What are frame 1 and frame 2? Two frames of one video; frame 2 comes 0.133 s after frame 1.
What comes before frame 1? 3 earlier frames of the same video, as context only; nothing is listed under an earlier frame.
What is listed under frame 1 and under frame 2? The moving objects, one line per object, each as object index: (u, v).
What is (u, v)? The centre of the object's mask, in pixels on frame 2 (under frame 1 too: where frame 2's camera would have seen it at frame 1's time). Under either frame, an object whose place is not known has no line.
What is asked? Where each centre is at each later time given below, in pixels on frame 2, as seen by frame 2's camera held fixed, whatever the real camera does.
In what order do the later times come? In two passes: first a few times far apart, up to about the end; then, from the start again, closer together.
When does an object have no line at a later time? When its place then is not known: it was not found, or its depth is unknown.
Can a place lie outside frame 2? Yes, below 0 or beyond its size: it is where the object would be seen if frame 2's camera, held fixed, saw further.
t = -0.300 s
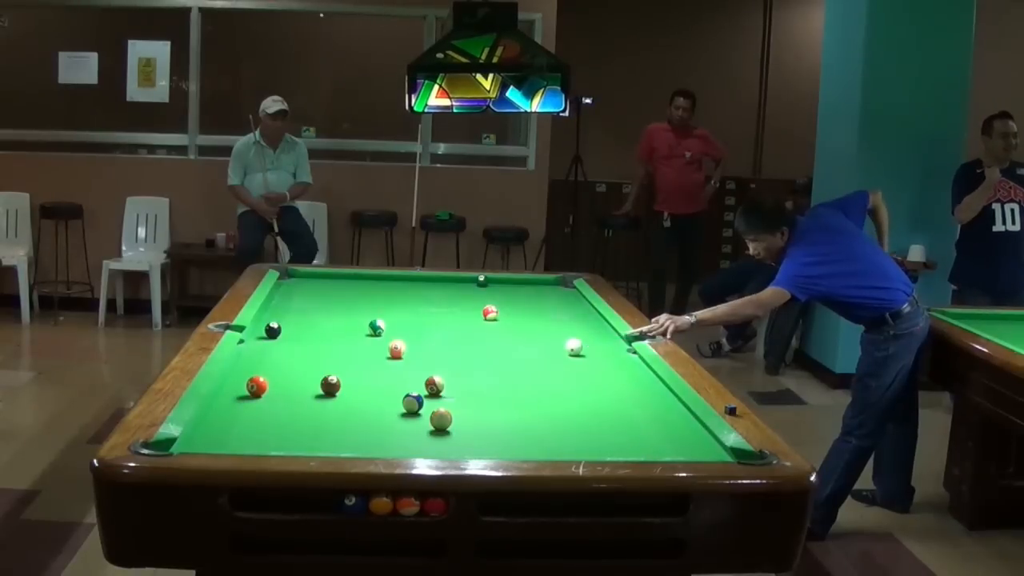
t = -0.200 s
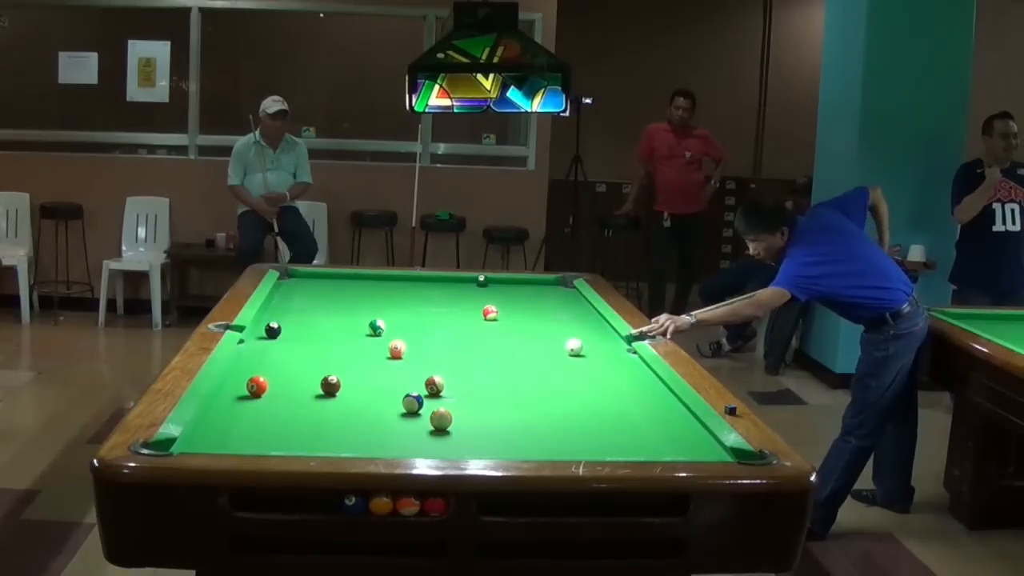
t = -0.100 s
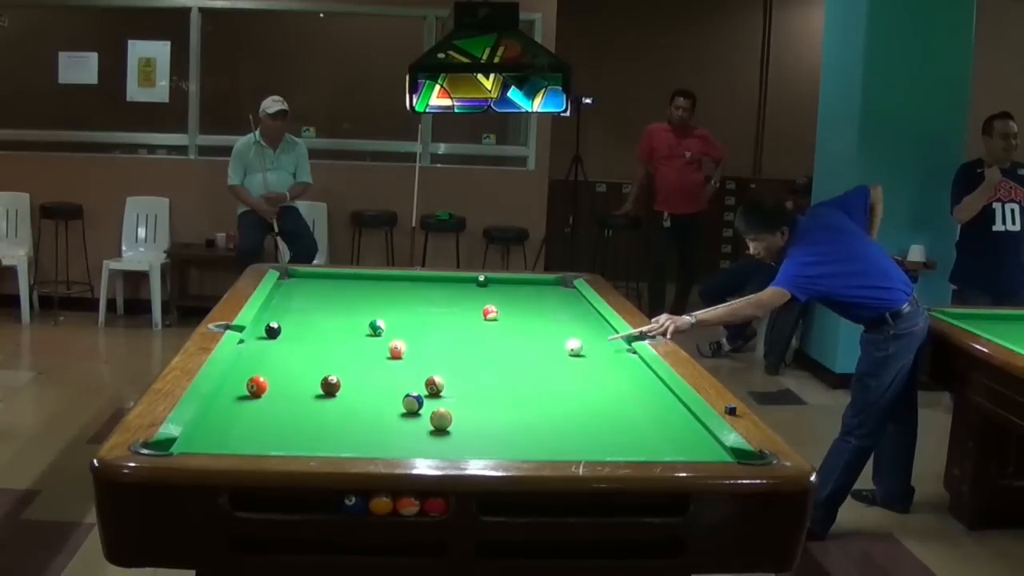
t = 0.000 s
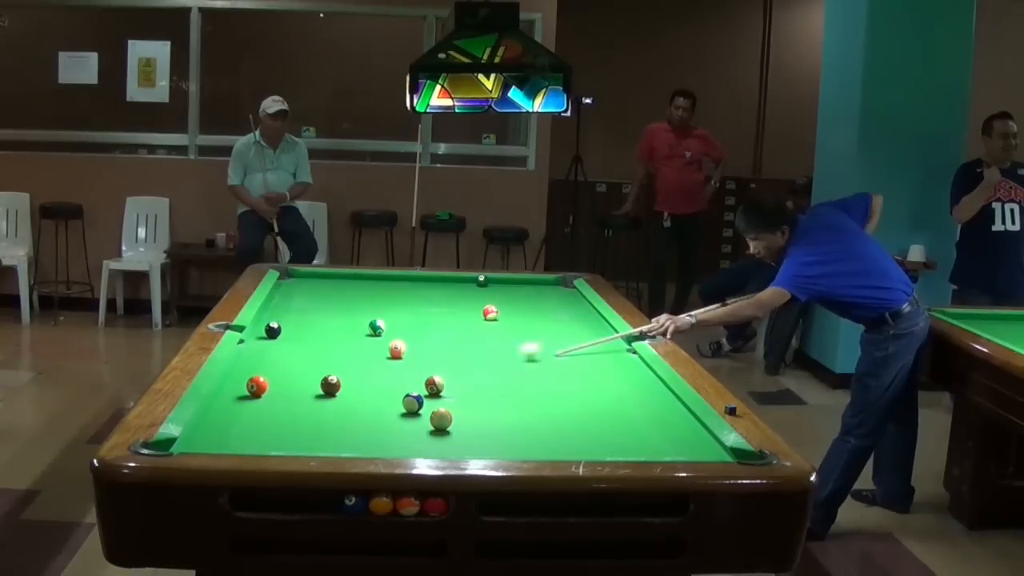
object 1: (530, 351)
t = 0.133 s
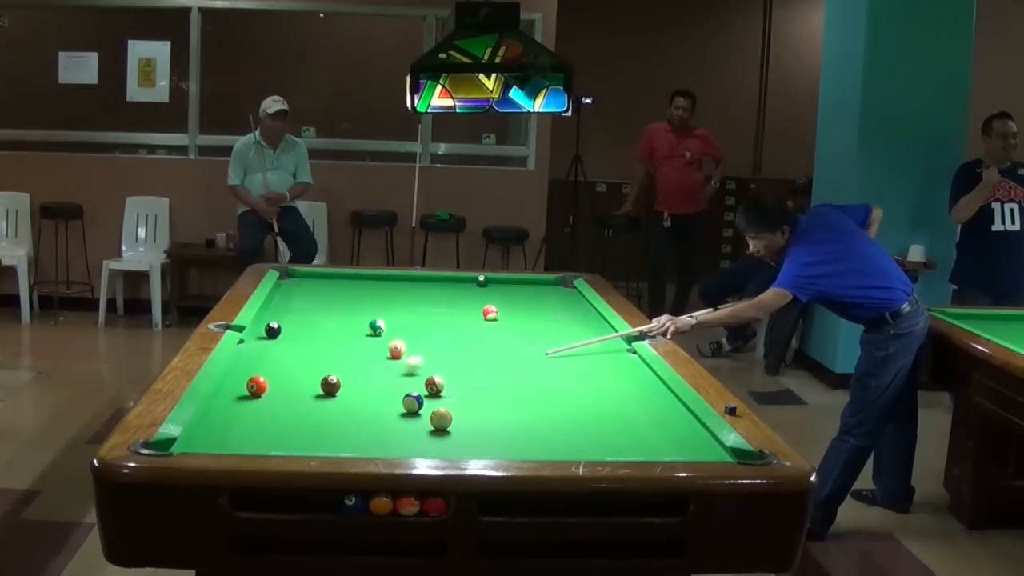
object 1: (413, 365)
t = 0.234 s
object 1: (321, 372)
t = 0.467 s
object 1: (276, 374)
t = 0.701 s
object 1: (355, 366)
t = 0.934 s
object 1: (427, 357)
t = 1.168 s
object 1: (492, 349)
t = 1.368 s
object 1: (542, 343)
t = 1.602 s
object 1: (595, 336)
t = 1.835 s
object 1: (593, 332)
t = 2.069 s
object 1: (567, 328)
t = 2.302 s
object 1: (544, 324)
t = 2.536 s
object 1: (521, 321)
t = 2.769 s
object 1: (501, 318)
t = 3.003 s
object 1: (481, 315)
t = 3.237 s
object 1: (464, 312)
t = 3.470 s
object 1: (448, 310)
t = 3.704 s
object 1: (433, 308)
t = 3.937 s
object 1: (419, 306)
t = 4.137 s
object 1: (408, 304)
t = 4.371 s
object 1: (397, 303)
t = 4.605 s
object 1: (387, 301)
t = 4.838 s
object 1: (378, 300)
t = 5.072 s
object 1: (369, 299)
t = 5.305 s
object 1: (362, 298)
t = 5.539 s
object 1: (356, 297)
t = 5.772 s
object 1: (351, 297)
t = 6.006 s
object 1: (347, 296)
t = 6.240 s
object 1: (343, 296)
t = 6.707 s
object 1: (341, 296)
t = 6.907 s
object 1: (340, 296)
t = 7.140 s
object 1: (340, 296)
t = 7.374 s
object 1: (340, 296)
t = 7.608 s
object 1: (340, 296)
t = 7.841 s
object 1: (340, 296)
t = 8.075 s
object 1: (341, 296)
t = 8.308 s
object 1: (341, 296)
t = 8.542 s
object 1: (341, 296)
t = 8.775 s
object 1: (341, 296)
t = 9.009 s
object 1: (341, 296)
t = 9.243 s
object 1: (341, 296)
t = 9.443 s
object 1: (341, 296)
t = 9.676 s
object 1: (340, 296)
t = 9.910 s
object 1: (341, 296)
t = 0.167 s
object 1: (383, 368)
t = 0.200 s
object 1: (352, 371)
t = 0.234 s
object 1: (321, 372)
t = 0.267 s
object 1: (293, 377)
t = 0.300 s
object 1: (268, 376)
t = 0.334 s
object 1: (237, 378)
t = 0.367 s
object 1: (232, 378)
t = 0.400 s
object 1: (248, 376)
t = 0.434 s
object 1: (263, 375)
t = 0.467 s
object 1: (276, 374)
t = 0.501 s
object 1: (289, 373)
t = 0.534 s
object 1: (300, 372)
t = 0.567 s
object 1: (311, 370)
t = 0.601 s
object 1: (322, 368)
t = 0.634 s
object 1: (333, 367)
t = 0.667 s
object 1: (345, 367)
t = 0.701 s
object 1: (355, 366)
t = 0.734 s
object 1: (366, 364)
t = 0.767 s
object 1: (376, 363)
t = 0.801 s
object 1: (387, 361)
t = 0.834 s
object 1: (396, 361)
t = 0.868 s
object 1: (407, 360)
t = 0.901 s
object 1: (418, 358)
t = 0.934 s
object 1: (427, 357)
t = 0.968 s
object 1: (437, 356)
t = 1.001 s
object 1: (446, 355)
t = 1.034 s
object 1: (456, 354)
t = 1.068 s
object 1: (465, 352)
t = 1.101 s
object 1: (474, 351)
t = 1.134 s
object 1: (483, 350)
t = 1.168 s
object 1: (492, 349)
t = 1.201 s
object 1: (500, 348)
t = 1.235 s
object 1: (509, 347)
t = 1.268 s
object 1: (517, 346)
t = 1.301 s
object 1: (526, 345)
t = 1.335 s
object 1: (534, 344)
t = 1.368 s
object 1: (542, 343)
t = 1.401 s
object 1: (550, 342)
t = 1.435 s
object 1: (557, 341)
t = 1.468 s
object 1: (565, 340)
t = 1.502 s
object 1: (573, 340)
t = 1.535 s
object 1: (580, 338)
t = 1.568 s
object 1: (587, 337)
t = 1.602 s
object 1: (595, 336)
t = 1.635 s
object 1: (602, 336)
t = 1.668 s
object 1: (609, 335)
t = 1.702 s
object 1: (610, 334)
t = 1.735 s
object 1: (605, 334)
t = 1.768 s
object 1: (600, 333)
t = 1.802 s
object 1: (596, 332)
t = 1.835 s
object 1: (593, 332)
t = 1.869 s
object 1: (589, 331)
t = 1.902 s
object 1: (585, 330)
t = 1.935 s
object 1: (582, 330)
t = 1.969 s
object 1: (578, 329)
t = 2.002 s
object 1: (574, 329)
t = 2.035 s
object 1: (571, 328)
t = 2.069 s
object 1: (567, 328)
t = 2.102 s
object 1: (564, 327)
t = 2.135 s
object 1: (560, 327)
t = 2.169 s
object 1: (557, 326)
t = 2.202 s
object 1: (553, 326)
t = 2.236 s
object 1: (550, 325)
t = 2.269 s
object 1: (546, 324)
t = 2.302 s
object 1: (544, 324)
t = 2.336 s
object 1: (540, 324)
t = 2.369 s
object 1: (537, 323)
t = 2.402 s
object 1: (534, 323)
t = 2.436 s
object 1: (531, 322)
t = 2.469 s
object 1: (528, 322)
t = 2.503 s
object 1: (524, 321)
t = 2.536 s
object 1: (521, 321)
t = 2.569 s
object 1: (518, 320)
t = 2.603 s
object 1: (515, 320)
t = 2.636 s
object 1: (513, 320)
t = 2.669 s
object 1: (509, 319)
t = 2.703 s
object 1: (506, 319)
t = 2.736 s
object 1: (504, 318)
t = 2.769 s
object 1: (501, 318)
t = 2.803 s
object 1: (498, 317)
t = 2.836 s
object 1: (495, 317)
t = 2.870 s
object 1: (493, 316)
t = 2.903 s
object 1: (490, 316)
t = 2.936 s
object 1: (487, 316)
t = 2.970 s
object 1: (485, 316)
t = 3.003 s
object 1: (481, 315)
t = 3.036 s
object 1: (479, 315)
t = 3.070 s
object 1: (477, 314)
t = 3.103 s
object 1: (474, 314)
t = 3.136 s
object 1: (471, 313)
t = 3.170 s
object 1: (469, 313)
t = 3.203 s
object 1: (466, 313)
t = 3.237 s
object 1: (464, 312)
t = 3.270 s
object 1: (462, 312)
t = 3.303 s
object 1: (459, 312)
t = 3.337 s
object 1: (457, 311)
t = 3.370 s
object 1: (455, 311)
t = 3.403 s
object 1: (452, 311)
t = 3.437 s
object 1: (450, 310)
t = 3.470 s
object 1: (448, 310)
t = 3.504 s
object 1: (446, 310)
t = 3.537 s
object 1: (444, 309)
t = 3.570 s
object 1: (441, 309)
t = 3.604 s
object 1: (439, 309)
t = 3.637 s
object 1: (437, 309)
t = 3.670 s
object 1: (435, 308)
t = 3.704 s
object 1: (433, 308)
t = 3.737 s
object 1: (431, 307)
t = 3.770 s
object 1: (429, 307)
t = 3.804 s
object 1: (427, 307)
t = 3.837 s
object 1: (425, 307)
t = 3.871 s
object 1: (423, 306)
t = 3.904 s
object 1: (421, 306)
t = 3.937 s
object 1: (419, 306)
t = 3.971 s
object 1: (417, 306)
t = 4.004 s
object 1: (416, 305)
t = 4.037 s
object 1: (414, 305)
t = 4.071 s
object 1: (412, 305)
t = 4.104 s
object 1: (410, 305)
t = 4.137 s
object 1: (408, 304)
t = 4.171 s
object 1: (407, 304)
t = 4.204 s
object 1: (405, 304)
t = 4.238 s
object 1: (404, 304)
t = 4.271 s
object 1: (402, 303)
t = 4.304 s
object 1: (400, 303)
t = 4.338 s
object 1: (399, 303)
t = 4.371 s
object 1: (397, 303)
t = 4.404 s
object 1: (396, 302)
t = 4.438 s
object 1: (394, 302)
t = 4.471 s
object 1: (392, 302)
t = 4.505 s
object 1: (391, 302)
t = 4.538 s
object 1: (390, 302)
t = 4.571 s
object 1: (388, 301)
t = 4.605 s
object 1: (387, 301)
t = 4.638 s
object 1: (385, 301)
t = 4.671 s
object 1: (384, 301)
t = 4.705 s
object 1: (383, 301)
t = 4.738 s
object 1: (381, 301)
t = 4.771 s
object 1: (380, 300)
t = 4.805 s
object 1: (379, 300)
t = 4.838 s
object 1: (378, 300)
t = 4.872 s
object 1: (376, 300)
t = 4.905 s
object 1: (375, 300)
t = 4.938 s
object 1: (374, 300)
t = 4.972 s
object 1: (373, 299)
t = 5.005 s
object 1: (371, 299)
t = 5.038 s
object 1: (370, 299)
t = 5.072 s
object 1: (369, 299)
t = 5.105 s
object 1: (368, 299)
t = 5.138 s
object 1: (367, 299)
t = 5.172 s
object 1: (366, 299)
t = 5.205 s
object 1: (365, 299)
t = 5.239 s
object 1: (364, 298)
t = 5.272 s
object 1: (363, 298)
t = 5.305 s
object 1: (362, 298)
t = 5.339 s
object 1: (361, 298)
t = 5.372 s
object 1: (360, 298)
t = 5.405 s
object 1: (359, 298)
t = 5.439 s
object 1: (359, 298)
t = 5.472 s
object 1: (358, 298)
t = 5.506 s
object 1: (357, 297)
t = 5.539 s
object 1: (356, 297)
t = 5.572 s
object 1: (355, 297)
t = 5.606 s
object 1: (354, 297)
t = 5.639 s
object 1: (354, 297)
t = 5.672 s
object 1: (353, 297)
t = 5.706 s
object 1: (352, 297)
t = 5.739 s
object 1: (352, 297)
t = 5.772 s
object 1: (351, 297)
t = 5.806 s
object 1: (350, 297)
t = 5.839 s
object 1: (349, 296)
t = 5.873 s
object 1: (349, 297)
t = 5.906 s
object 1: (348, 296)
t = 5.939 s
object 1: (348, 296)
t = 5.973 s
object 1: (347, 296)
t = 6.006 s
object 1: (347, 296)
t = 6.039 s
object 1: (346, 296)
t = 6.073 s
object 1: (346, 296)
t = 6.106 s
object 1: (345, 296)
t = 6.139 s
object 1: (345, 296)
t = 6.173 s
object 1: (344, 296)
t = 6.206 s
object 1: (344, 296)
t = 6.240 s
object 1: (343, 296)
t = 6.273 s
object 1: (343, 296)
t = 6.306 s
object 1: (343, 296)
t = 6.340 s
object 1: (342, 296)
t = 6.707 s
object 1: (341, 296)
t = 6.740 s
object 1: (340, 296)
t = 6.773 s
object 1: (340, 296)
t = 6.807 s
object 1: (341, 295)
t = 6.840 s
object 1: (341, 295)
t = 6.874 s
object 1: (340, 296)
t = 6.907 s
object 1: (340, 296)
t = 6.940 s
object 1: (340, 296)
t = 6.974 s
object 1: (340, 296)
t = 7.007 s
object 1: (340, 296)
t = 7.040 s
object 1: (341, 296)
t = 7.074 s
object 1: (340, 296)
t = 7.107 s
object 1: (340, 296)
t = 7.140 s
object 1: (340, 296)
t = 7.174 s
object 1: (340, 296)
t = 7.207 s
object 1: (340, 296)
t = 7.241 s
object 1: (340, 296)
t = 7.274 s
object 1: (340, 296)
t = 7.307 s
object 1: (340, 296)
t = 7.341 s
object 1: (340, 296)
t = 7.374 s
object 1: (340, 296)
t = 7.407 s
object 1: (340, 296)
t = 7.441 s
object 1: (340, 296)
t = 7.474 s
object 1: (340, 296)
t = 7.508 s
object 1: (340, 296)
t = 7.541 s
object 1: (340, 296)
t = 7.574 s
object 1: (341, 296)
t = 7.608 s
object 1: (340, 296)
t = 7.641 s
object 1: (340, 296)
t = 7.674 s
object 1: (341, 296)
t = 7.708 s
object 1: (341, 296)
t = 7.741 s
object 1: (341, 296)
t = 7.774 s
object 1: (341, 296)
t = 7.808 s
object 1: (341, 296)
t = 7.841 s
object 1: (340, 296)
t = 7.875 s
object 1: (341, 296)
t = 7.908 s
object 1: (341, 296)
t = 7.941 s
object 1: (340, 296)
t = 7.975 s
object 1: (341, 296)
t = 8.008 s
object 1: (340, 296)
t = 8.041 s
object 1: (341, 296)
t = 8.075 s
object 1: (341, 296)
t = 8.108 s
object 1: (341, 296)
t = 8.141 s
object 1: (341, 296)
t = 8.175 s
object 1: (341, 296)
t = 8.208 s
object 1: (341, 296)
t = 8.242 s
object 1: (341, 296)
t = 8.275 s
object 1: (341, 296)
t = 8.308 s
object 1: (341, 296)
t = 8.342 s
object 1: (341, 296)
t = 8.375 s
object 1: (341, 296)
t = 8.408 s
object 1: (341, 296)
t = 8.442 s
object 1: (341, 296)
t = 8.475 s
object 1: (341, 296)
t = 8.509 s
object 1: (341, 296)
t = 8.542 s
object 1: (341, 296)
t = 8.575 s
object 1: (341, 296)
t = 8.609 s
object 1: (341, 296)
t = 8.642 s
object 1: (341, 296)
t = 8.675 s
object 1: (341, 296)
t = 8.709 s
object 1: (341, 296)
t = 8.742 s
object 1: (341, 296)
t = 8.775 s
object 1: (341, 296)
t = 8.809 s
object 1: (341, 296)
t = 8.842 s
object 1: (341, 296)
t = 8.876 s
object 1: (341, 296)
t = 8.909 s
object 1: (341, 296)
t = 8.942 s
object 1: (341, 296)
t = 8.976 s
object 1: (341, 296)
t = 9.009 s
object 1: (341, 296)
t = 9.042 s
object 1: (341, 296)
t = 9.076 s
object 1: (341, 296)
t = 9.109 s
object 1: (341, 296)
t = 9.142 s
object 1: (341, 296)
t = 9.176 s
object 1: (341, 296)
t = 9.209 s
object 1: (341, 296)
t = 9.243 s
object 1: (341, 296)
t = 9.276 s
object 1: (341, 296)
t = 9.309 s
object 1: (341, 296)
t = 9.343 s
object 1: (341, 296)
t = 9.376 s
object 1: (341, 296)
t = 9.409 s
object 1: (340, 296)
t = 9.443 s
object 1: (341, 296)
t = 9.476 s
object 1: (340, 296)
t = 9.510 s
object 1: (340, 296)
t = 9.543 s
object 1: (340, 296)
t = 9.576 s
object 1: (340, 296)
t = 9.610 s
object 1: (340, 296)
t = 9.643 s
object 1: (340, 296)
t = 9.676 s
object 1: (340, 296)
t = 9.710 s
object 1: (340, 296)
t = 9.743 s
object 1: (340, 296)
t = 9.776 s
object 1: (340, 296)
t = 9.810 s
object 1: (340, 296)
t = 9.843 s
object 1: (340, 296)
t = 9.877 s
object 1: (340, 296)
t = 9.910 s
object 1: (341, 296)
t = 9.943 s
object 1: (341, 296)
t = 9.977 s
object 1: (341, 296)
